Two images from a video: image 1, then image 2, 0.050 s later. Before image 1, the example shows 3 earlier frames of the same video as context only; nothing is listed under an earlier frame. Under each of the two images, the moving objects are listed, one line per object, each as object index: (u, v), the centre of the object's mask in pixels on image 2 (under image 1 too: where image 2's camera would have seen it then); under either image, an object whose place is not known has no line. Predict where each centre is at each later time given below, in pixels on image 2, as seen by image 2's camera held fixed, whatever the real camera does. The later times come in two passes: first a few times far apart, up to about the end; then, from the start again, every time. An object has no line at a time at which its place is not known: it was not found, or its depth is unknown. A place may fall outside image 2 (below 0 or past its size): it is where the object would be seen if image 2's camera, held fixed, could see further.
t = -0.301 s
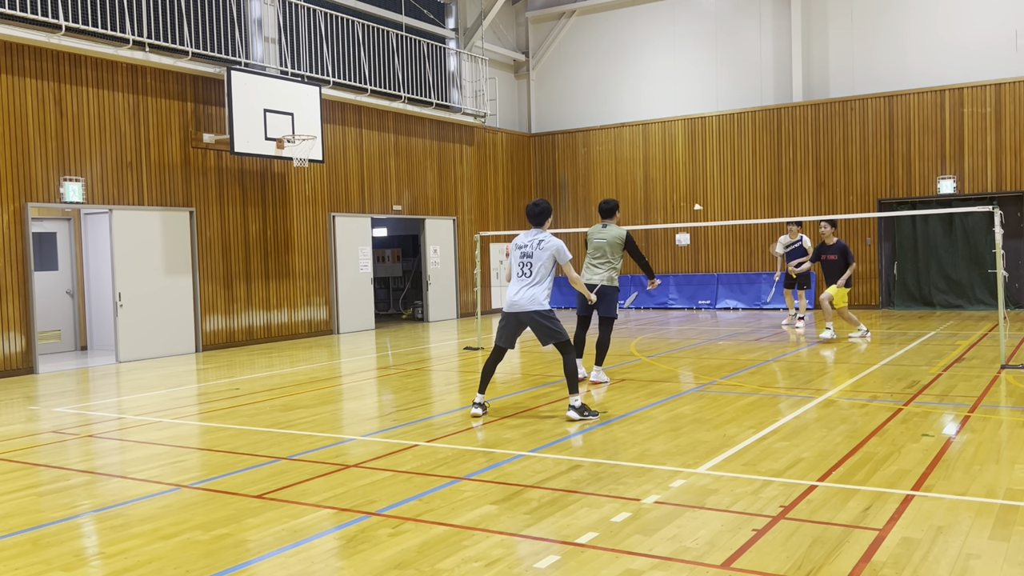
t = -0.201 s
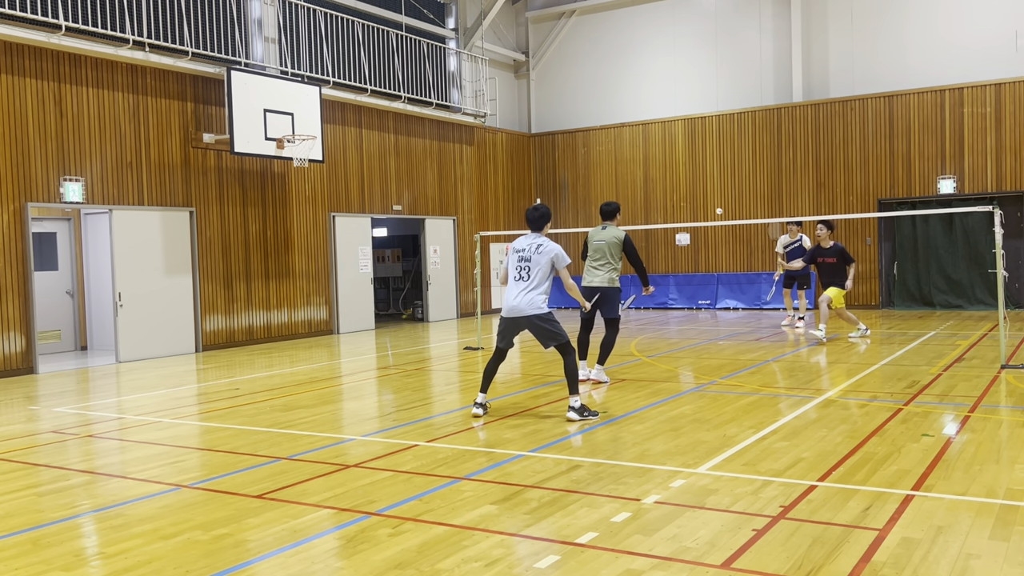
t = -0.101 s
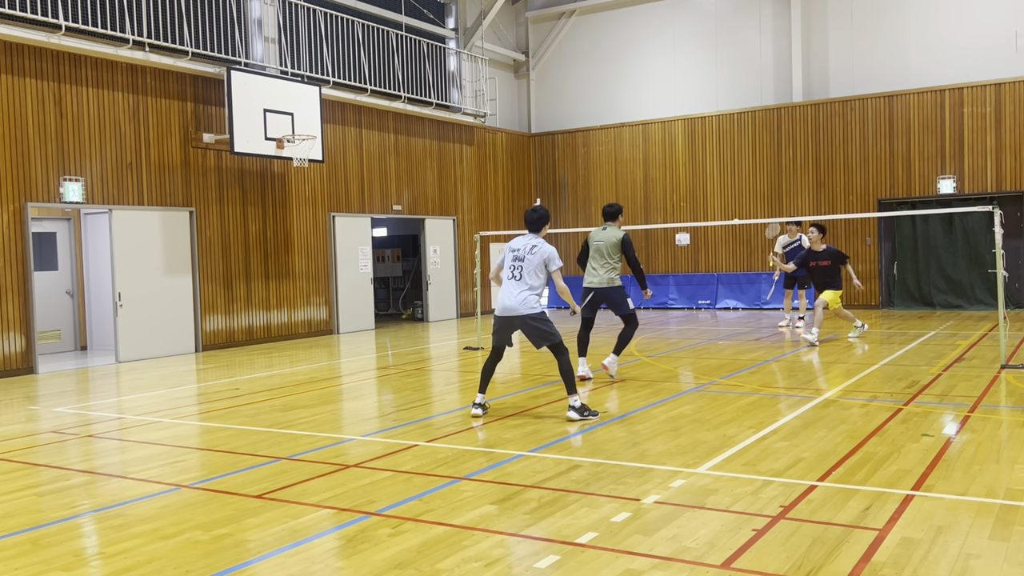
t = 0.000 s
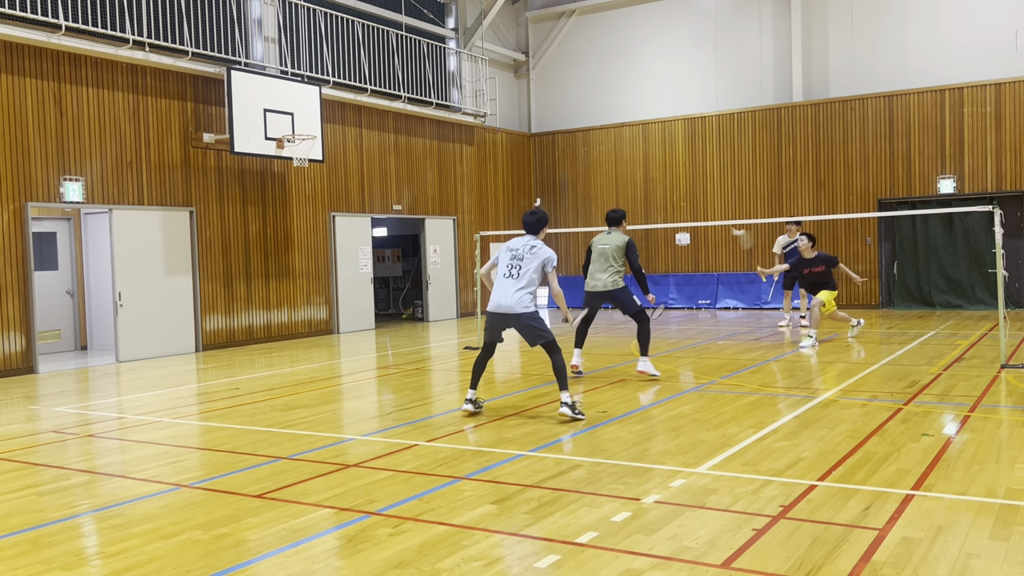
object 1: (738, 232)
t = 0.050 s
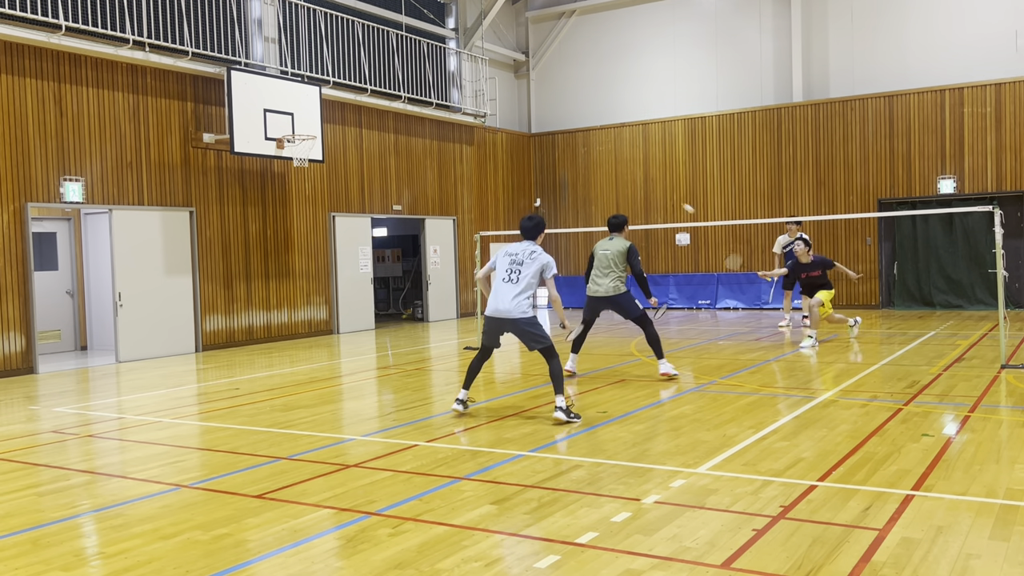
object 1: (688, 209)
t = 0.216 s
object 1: (562, 174)
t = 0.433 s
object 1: (427, 173)
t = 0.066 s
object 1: (673, 201)
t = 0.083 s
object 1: (660, 196)
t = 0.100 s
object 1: (647, 194)
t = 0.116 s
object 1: (635, 191)
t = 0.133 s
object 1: (622, 188)
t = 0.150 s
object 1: (609, 185)
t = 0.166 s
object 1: (597, 181)
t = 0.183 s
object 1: (585, 178)
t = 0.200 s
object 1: (574, 176)
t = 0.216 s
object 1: (562, 174)
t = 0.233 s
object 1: (551, 172)
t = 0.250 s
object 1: (540, 171)
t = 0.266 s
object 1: (529, 169)
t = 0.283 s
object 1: (518, 169)
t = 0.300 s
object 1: (508, 168)
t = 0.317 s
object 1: (497, 167)
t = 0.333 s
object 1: (487, 167)
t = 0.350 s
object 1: (476, 167)
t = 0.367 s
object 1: (467, 168)
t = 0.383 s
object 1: (456, 168)
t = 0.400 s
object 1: (447, 170)
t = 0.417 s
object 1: (437, 171)
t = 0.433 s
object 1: (427, 173)
